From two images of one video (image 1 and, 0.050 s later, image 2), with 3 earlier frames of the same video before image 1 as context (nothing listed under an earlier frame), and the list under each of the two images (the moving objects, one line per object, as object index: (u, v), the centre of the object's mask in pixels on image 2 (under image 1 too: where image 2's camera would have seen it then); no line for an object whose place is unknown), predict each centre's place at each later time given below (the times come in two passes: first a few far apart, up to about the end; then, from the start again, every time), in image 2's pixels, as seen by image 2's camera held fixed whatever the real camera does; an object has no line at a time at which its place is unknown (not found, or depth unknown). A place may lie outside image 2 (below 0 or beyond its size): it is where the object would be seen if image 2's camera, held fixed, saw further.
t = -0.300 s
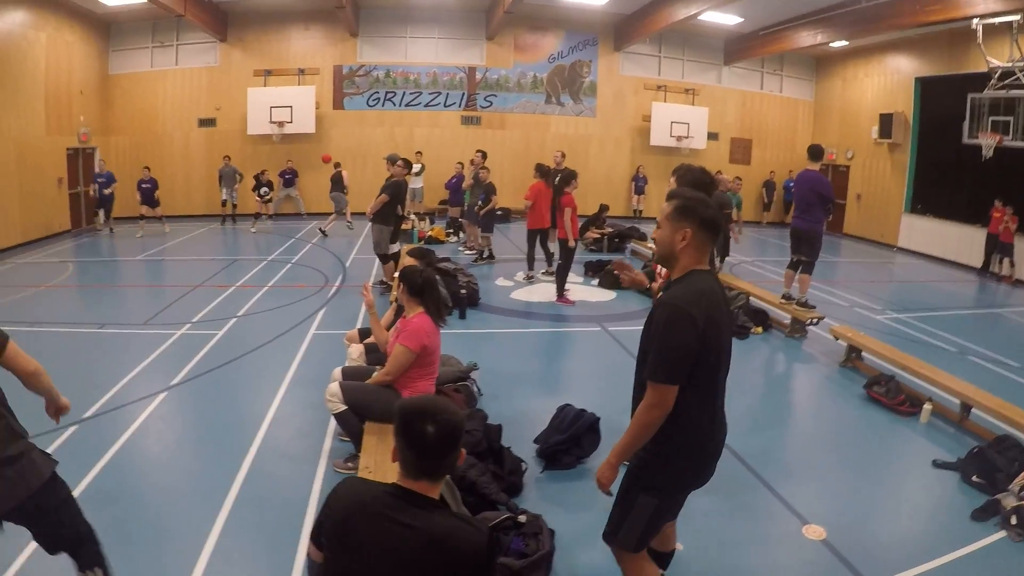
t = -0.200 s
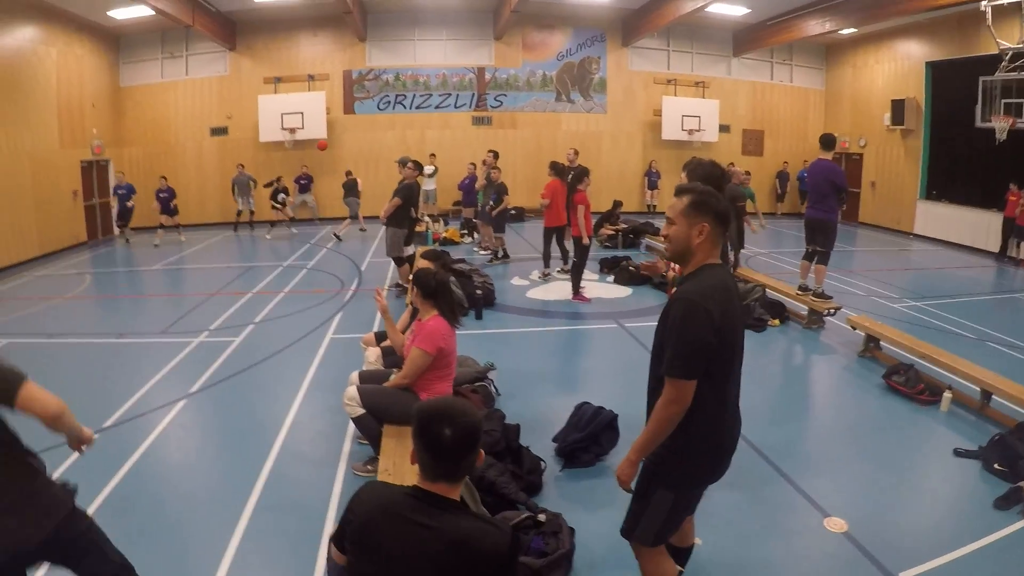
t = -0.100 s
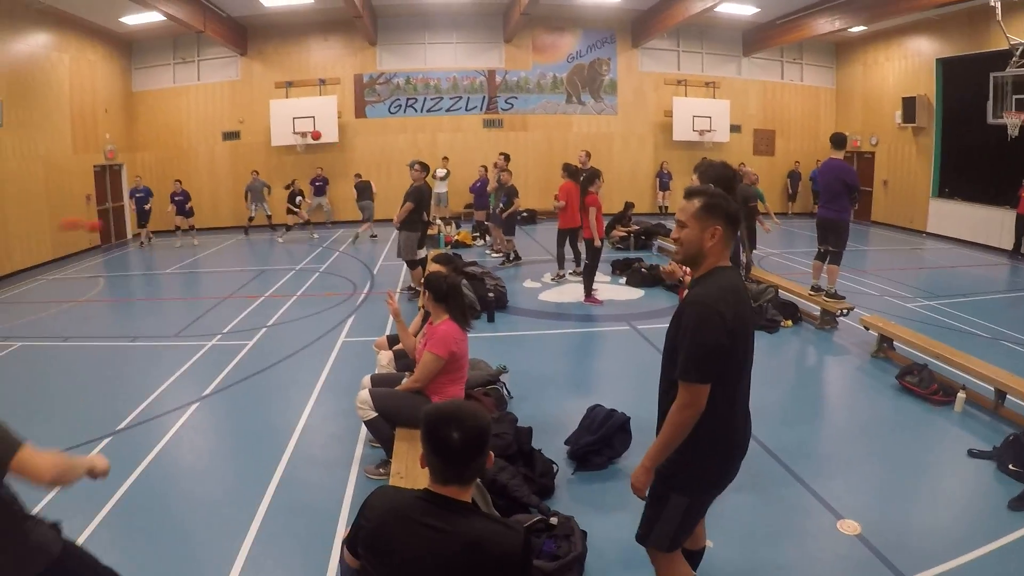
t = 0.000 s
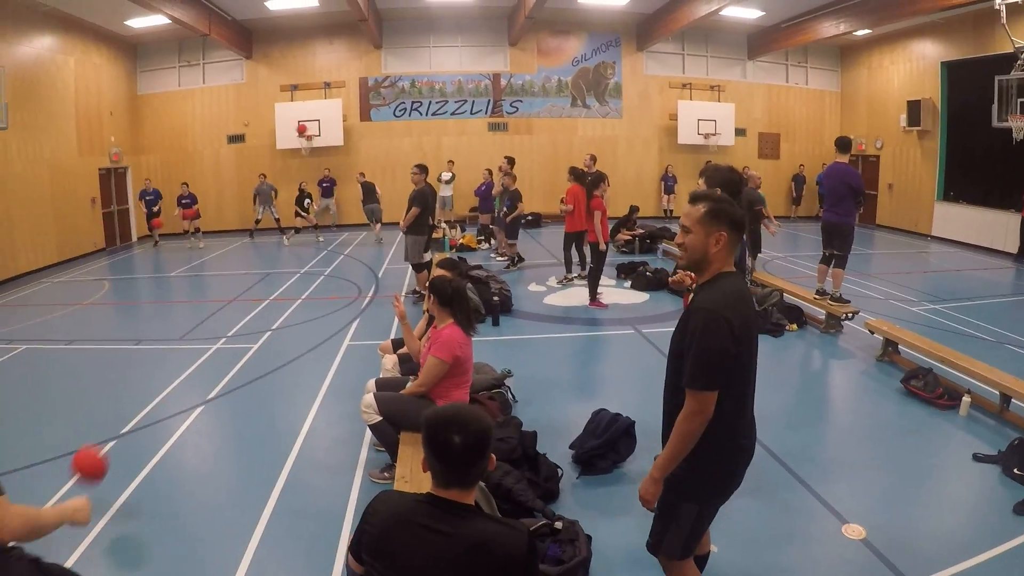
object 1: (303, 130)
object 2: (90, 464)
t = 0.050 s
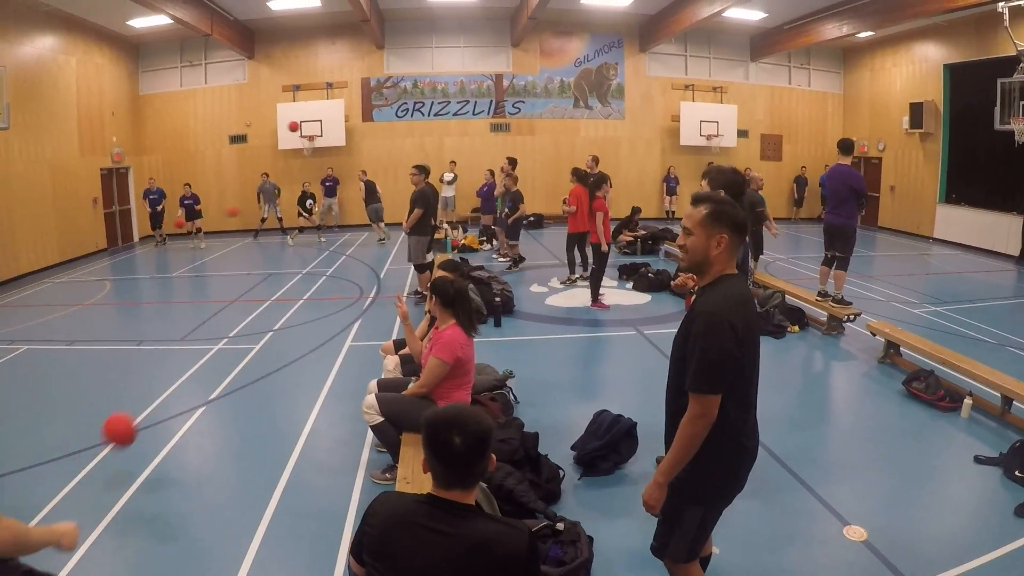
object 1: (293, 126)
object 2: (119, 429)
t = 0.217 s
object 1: (260, 127)
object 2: (201, 366)
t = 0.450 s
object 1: (212, 159)
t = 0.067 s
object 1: (290, 126)
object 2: (128, 420)
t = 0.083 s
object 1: (287, 125)
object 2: (137, 410)
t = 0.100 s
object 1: (284, 125)
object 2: (146, 403)
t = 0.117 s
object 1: (281, 125)
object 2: (154, 396)
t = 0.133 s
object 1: (277, 125)
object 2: (163, 389)
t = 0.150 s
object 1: (274, 125)
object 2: (170, 383)
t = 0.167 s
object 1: (270, 125)
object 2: (178, 378)
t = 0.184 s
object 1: (267, 126)
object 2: (186, 373)
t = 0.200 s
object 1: (264, 126)
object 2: (193, 369)
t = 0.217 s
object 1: (260, 127)
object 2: (201, 366)
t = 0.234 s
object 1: (256, 128)
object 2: (207, 363)
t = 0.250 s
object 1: (253, 129)
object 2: (215, 360)
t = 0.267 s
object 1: (249, 131)
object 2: (221, 358)
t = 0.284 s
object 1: (246, 132)
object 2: (227, 357)
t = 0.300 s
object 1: (242, 134)
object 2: (232, 355)
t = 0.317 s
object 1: (239, 136)
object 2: (238, 354)
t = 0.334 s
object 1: (235, 138)
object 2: (244, 354)
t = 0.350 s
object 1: (233, 140)
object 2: (250, 354)
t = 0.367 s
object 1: (230, 143)
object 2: (256, 355)
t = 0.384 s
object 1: (226, 146)
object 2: (262, 356)
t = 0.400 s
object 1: (223, 149)
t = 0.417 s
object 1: (219, 152)
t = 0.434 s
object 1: (216, 155)
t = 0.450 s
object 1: (212, 159)
